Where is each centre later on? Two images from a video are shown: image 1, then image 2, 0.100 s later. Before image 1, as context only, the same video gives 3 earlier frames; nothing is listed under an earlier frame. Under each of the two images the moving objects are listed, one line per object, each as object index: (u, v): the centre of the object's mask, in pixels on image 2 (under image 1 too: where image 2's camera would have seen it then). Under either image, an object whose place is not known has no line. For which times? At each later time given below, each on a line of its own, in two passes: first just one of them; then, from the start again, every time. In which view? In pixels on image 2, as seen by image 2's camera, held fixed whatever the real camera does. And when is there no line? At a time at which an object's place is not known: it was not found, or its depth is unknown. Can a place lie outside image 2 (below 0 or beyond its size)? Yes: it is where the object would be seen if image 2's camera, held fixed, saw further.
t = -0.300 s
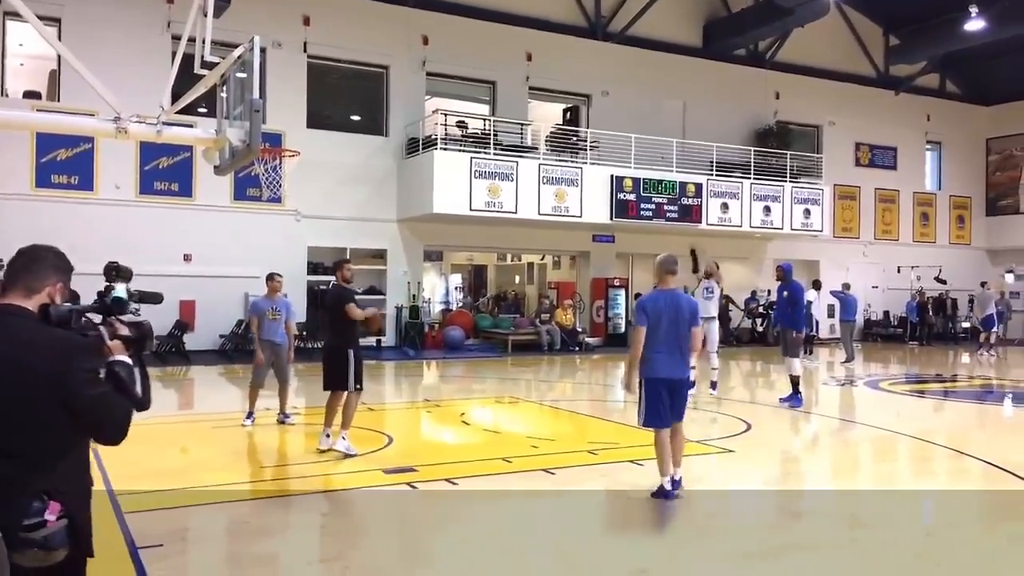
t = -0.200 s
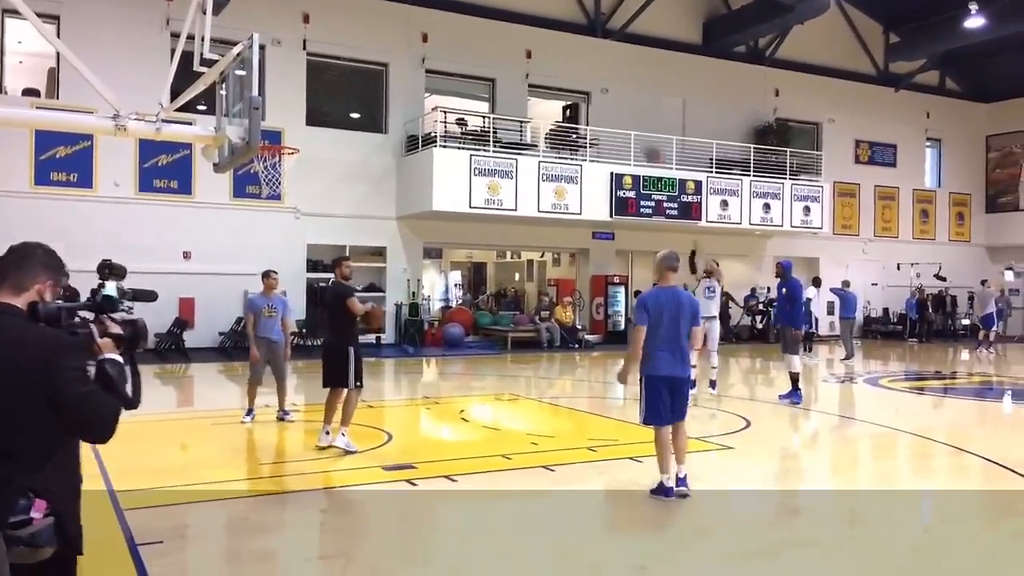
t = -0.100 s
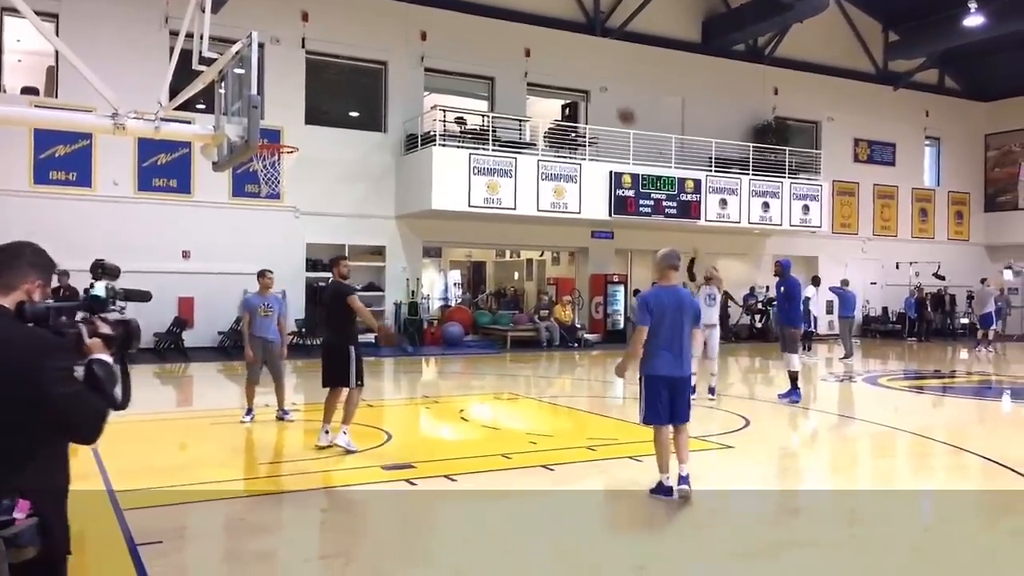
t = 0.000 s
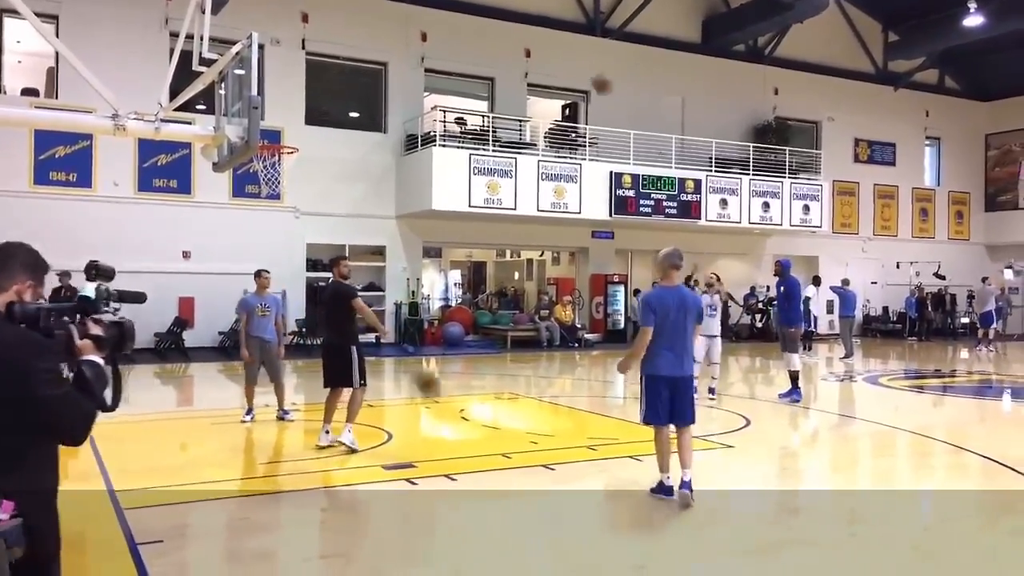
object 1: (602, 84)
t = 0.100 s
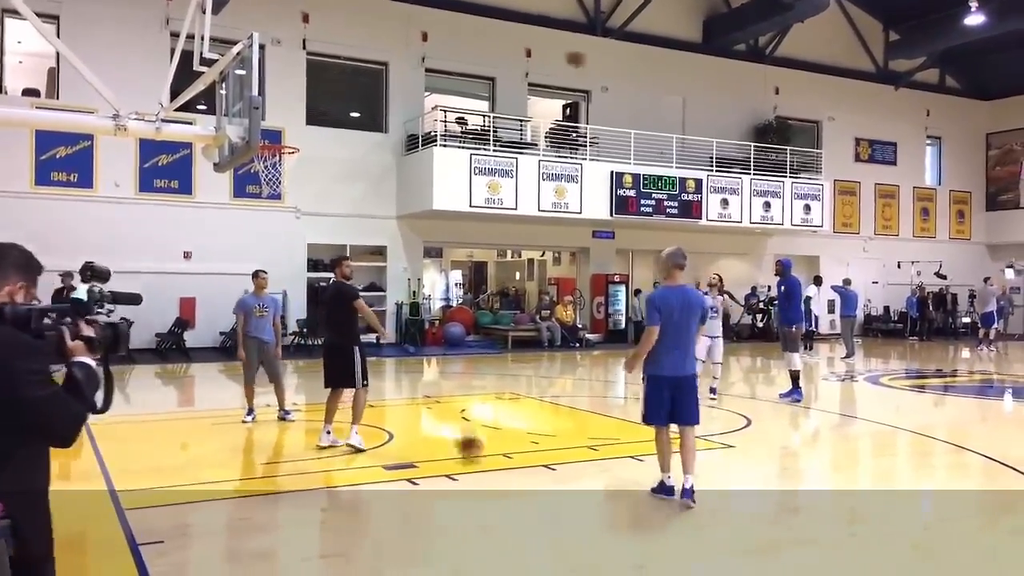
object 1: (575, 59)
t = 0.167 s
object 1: (556, 45)
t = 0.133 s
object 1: (565, 52)
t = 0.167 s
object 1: (556, 45)
